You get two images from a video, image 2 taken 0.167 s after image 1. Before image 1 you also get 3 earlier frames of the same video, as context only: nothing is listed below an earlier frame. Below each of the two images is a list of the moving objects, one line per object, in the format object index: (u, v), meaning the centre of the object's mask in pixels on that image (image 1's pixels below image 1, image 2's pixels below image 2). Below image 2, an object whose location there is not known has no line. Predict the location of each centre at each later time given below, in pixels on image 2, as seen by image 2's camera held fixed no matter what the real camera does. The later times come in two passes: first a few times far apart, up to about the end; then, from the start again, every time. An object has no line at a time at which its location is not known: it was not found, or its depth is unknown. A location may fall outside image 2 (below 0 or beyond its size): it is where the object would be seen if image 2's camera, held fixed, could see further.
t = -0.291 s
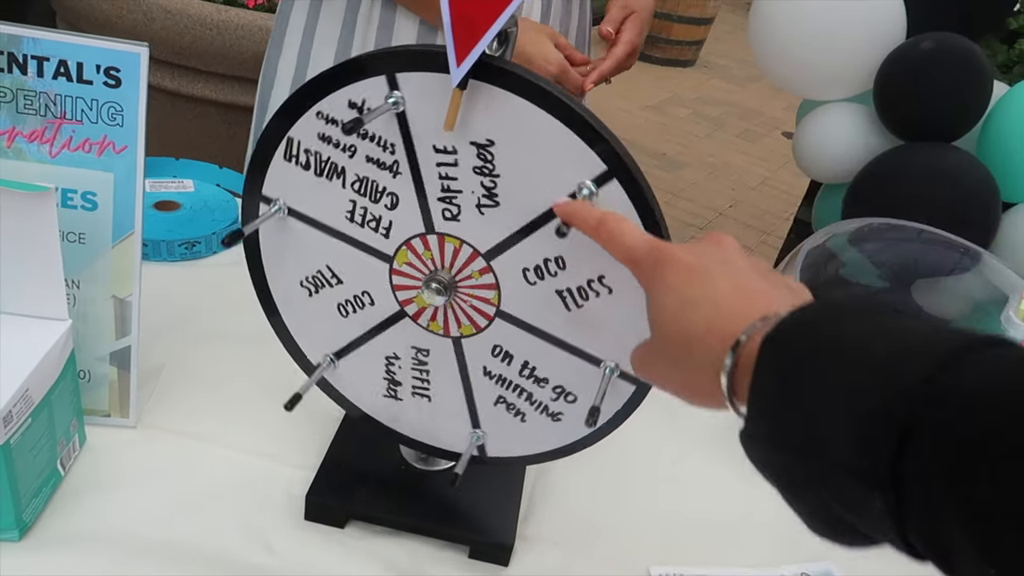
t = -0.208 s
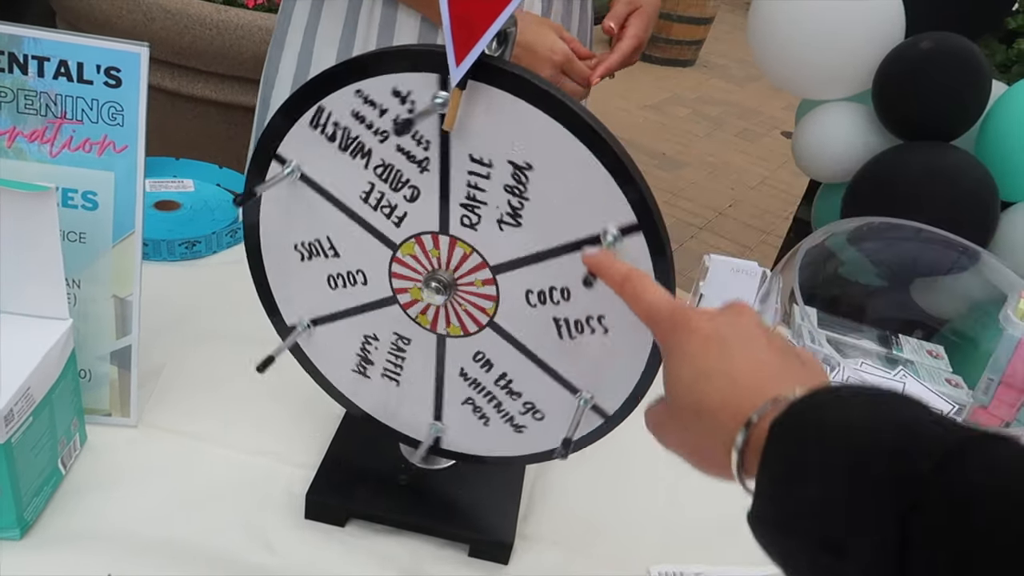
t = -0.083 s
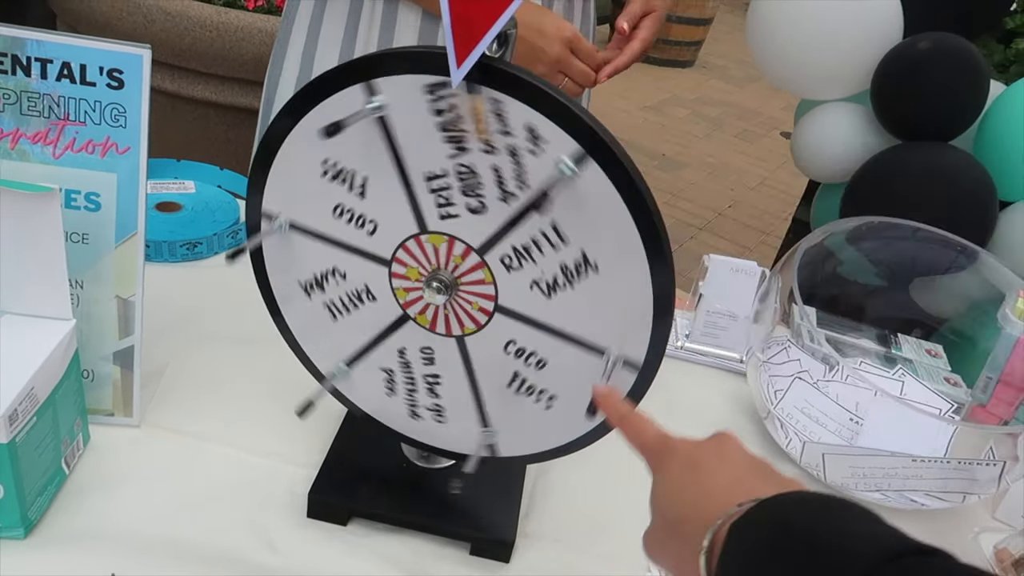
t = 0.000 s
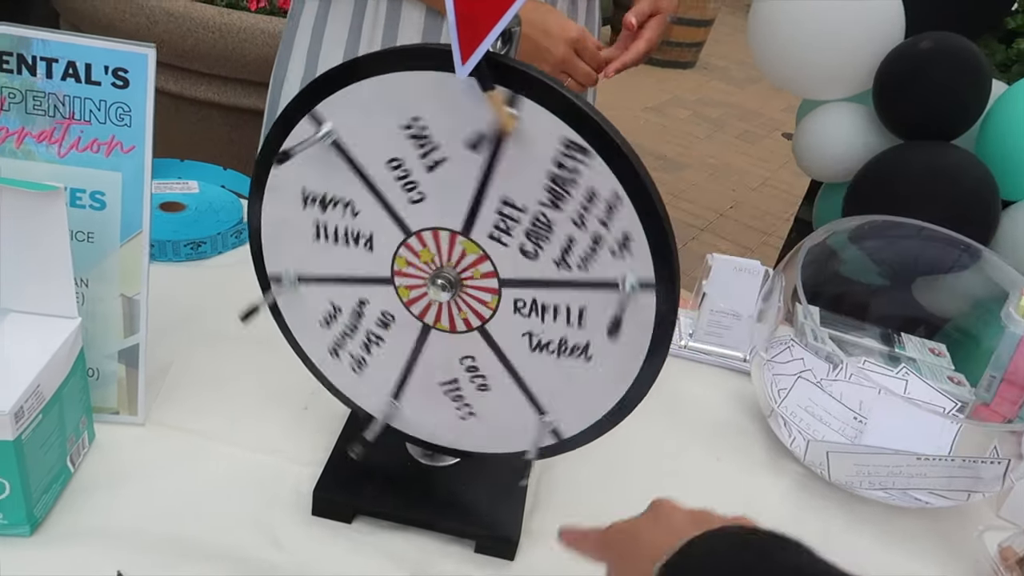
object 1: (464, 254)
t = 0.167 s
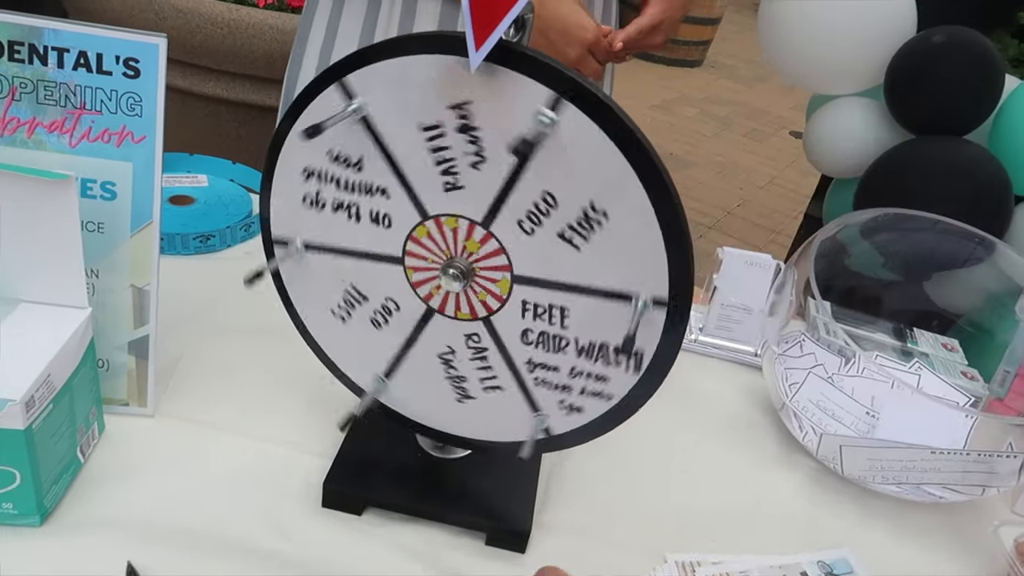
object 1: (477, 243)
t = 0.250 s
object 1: (477, 242)
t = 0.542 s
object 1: (478, 243)
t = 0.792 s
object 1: (476, 246)
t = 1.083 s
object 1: (477, 245)
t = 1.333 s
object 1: (477, 246)
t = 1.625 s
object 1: (478, 246)
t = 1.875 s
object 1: (478, 247)
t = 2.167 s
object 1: (478, 247)
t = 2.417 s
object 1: (478, 248)
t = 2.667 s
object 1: (478, 248)
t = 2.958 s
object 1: (478, 248)
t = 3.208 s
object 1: (478, 248)
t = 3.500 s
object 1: (478, 248)
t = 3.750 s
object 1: (478, 248)
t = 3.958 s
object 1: (478, 248)
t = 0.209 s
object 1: (477, 243)
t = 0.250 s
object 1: (477, 242)
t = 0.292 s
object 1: (477, 243)
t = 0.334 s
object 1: (478, 243)
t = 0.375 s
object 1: (478, 244)
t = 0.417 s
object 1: (478, 244)
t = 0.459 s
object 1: (477, 245)
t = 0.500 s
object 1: (477, 244)
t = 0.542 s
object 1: (478, 243)
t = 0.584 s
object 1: (477, 244)
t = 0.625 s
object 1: (477, 245)
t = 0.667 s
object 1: (476, 244)
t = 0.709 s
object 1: (476, 244)
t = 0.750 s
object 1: (476, 245)
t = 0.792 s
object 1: (476, 246)
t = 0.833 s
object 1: (477, 244)
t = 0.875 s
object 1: (477, 245)
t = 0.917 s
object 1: (477, 244)
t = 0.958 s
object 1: (477, 245)
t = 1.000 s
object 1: (477, 245)
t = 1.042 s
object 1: (476, 245)
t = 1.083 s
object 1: (477, 245)
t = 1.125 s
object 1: (476, 245)
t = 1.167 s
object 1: (476, 244)
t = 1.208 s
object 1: (476, 245)
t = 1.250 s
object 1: (477, 246)
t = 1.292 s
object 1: (477, 246)
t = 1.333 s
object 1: (477, 246)
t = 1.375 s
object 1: (477, 246)
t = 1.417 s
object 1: (477, 246)
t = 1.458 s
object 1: (477, 246)
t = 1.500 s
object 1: (477, 246)
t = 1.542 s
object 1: (478, 246)
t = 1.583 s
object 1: (478, 246)
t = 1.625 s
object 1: (478, 246)
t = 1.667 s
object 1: (478, 246)
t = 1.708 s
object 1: (478, 246)
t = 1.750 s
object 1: (479, 246)
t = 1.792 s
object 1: (479, 246)
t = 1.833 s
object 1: (478, 246)
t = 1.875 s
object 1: (478, 247)
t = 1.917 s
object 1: (478, 247)
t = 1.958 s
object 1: (478, 247)
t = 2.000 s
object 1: (478, 247)
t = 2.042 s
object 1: (478, 247)
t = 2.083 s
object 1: (478, 247)
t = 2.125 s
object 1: (478, 247)
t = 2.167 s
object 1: (478, 247)
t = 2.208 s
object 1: (478, 247)
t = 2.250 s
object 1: (478, 247)
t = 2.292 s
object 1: (478, 247)
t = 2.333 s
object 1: (478, 248)
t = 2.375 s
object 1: (478, 248)
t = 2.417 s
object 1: (478, 248)
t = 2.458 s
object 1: (478, 248)
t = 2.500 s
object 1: (478, 248)
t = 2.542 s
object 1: (478, 248)
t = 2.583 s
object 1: (478, 248)
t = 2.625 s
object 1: (478, 248)
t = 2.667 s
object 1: (478, 248)
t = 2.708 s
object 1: (478, 248)
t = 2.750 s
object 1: (478, 248)
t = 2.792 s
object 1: (478, 248)
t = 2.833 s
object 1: (478, 248)
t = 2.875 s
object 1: (478, 248)
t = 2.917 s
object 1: (478, 248)
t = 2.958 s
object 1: (478, 248)
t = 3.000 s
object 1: (478, 248)
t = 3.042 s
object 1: (478, 248)
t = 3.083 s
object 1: (478, 248)
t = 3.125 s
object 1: (478, 248)
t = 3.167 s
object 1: (478, 248)
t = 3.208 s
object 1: (478, 248)
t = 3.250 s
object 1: (478, 248)
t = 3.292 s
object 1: (478, 248)
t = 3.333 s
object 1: (478, 248)
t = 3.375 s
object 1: (478, 248)
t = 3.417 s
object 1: (478, 248)
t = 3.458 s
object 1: (478, 248)
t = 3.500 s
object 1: (478, 248)
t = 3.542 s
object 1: (478, 248)
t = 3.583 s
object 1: (478, 248)
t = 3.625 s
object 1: (478, 248)
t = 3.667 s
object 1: (478, 248)
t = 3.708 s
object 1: (478, 248)
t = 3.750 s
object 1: (478, 248)
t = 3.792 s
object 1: (478, 248)
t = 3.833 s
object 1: (478, 248)
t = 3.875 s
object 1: (478, 248)
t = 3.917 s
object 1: (478, 249)
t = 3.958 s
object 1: (478, 248)
